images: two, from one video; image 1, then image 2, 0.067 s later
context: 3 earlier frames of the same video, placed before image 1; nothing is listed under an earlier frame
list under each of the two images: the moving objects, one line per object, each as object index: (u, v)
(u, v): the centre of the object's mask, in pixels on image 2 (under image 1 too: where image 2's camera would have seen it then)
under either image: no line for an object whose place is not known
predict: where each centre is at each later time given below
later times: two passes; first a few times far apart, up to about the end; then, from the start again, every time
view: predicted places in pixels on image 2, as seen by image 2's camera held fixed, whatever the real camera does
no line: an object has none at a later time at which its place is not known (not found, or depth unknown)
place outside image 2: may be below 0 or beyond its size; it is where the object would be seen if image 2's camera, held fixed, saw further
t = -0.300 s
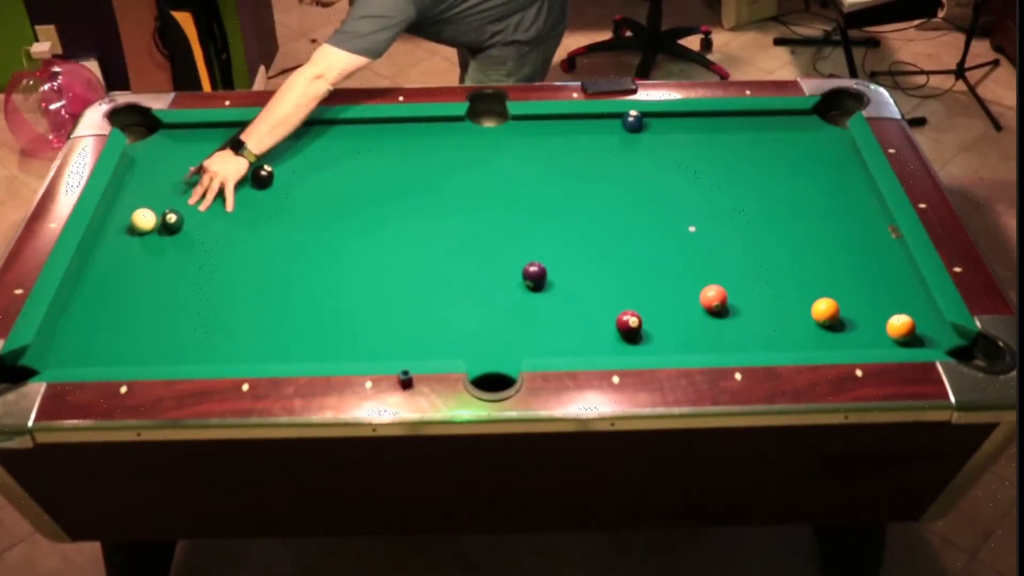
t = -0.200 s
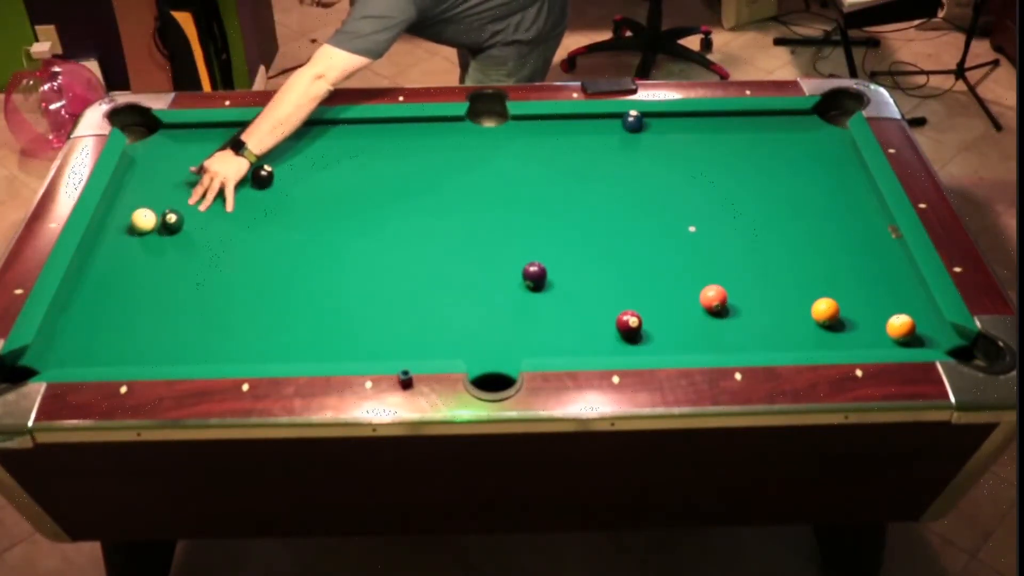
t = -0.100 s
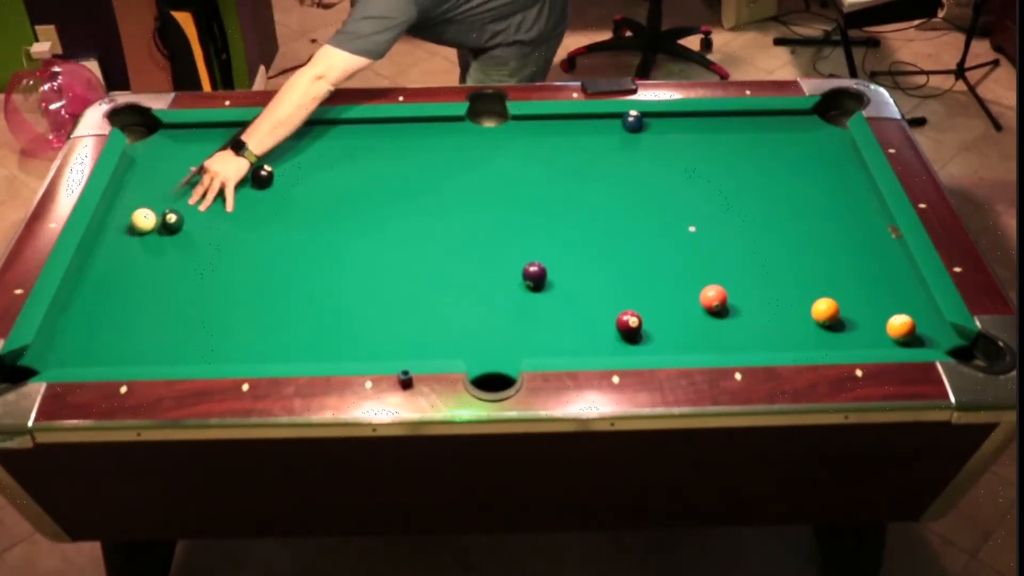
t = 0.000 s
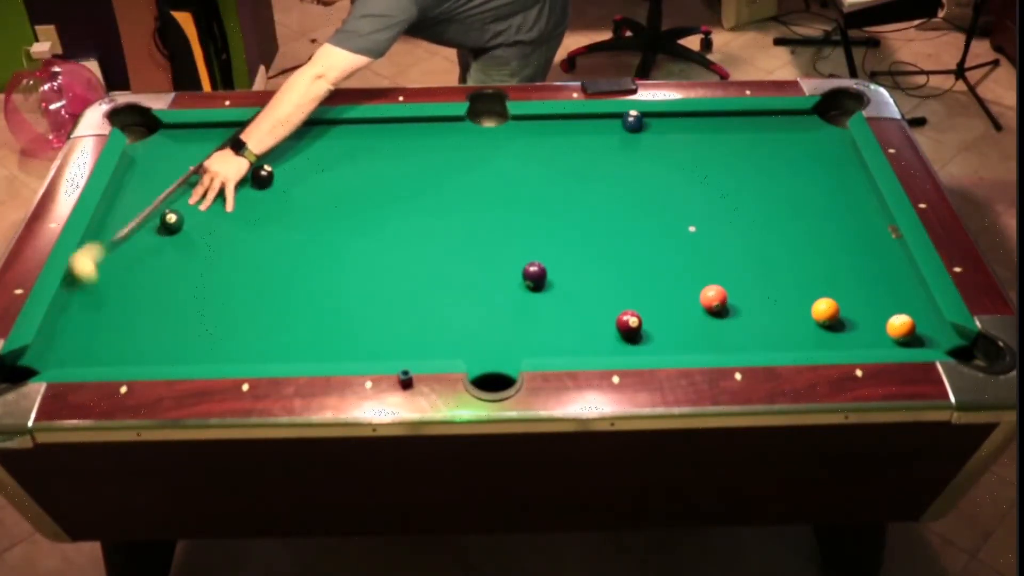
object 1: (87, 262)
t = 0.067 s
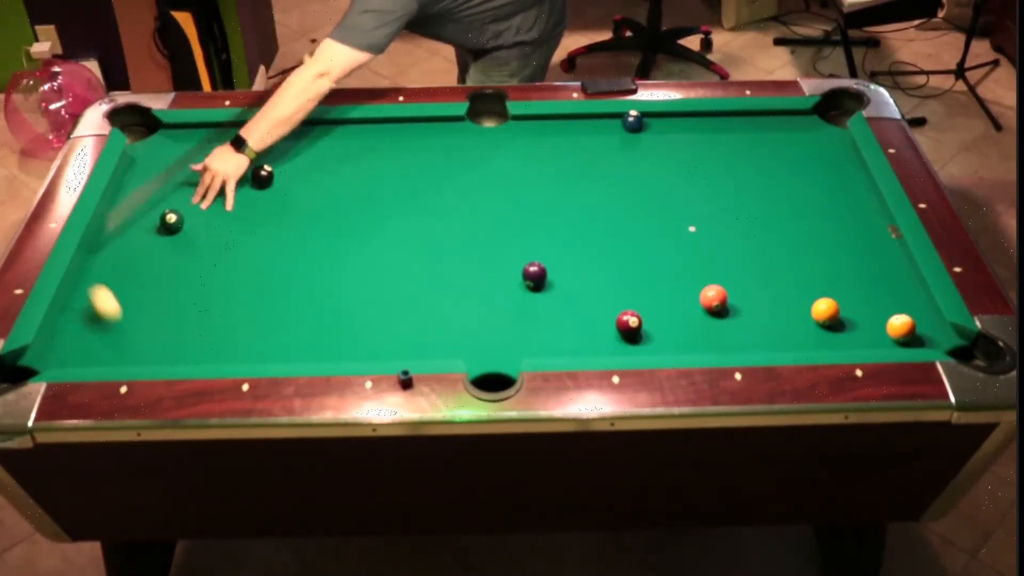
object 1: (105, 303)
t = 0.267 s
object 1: (222, 307)
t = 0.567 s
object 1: (401, 212)
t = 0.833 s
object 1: (531, 146)
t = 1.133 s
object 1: (635, 137)
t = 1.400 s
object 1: (715, 161)
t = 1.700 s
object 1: (807, 188)
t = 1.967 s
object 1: (872, 212)
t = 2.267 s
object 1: (831, 227)
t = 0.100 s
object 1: (116, 324)
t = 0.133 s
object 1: (127, 345)
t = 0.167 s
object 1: (146, 351)
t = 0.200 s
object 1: (172, 336)
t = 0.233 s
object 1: (197, 321)
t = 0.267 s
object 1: (222, 307)
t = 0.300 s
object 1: (244, 294)
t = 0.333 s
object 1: (266, 282)
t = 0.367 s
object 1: (287, 271)
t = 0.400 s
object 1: (307, 261)
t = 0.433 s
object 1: (327, 250)
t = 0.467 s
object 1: (346, 240)
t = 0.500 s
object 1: (365, 231)
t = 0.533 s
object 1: (383, 221)
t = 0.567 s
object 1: (401, 212)
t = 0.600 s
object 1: (419, 203)
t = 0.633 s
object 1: (436, 194)
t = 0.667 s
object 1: (453, 185)
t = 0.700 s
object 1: (469, 177)
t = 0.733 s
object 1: (485, 169)
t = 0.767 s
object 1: (501, 161)
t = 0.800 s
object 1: (516, 153)
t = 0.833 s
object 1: (531, 146)
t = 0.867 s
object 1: (546, 138)
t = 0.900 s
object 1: (560, 131)
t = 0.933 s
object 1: (574, 124)
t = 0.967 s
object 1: (586, 119)
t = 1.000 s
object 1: (596, 124)
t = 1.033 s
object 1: (606, 127)
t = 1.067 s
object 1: (615, 131)
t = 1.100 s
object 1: (625, 134)
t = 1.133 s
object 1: (635, 137)
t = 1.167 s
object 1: (645, 140)
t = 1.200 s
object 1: (655, 143)
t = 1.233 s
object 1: (665, 146)
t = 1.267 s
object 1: (675, 149)
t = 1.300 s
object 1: (685, 152)
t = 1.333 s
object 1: (695, 154)
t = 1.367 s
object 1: (705, 157)
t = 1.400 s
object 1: (715, 161)
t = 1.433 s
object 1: (725, 163)
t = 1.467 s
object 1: (735, 166)
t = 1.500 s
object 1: (745, 170)
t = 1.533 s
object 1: (755, 173)
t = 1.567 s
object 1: (766, 176)
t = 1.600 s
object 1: (776, 179)
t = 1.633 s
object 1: (786, 182)
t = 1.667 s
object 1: (796, 185)
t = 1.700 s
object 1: (807, 188)
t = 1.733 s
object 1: (817, 191)
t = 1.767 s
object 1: (827, 194)
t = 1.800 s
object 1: (838, 197)
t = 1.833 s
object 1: (848, 200)
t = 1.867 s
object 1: (859, 203)
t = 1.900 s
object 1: (870, 207)
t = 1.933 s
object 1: (877, 210)
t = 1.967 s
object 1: (872, 212)
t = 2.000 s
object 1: (868, 213)
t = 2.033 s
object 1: (863, 215)
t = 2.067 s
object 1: (858, 217)
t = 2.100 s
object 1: (854, 219)
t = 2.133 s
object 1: (849, 221)
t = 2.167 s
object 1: (844, 222)
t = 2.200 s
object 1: (840, 224)
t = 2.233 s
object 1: (835, 226)
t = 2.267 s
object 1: (831, 227)
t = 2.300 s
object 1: (826, 229)
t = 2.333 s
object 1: (822, 231)
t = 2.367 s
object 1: (817, 233)
